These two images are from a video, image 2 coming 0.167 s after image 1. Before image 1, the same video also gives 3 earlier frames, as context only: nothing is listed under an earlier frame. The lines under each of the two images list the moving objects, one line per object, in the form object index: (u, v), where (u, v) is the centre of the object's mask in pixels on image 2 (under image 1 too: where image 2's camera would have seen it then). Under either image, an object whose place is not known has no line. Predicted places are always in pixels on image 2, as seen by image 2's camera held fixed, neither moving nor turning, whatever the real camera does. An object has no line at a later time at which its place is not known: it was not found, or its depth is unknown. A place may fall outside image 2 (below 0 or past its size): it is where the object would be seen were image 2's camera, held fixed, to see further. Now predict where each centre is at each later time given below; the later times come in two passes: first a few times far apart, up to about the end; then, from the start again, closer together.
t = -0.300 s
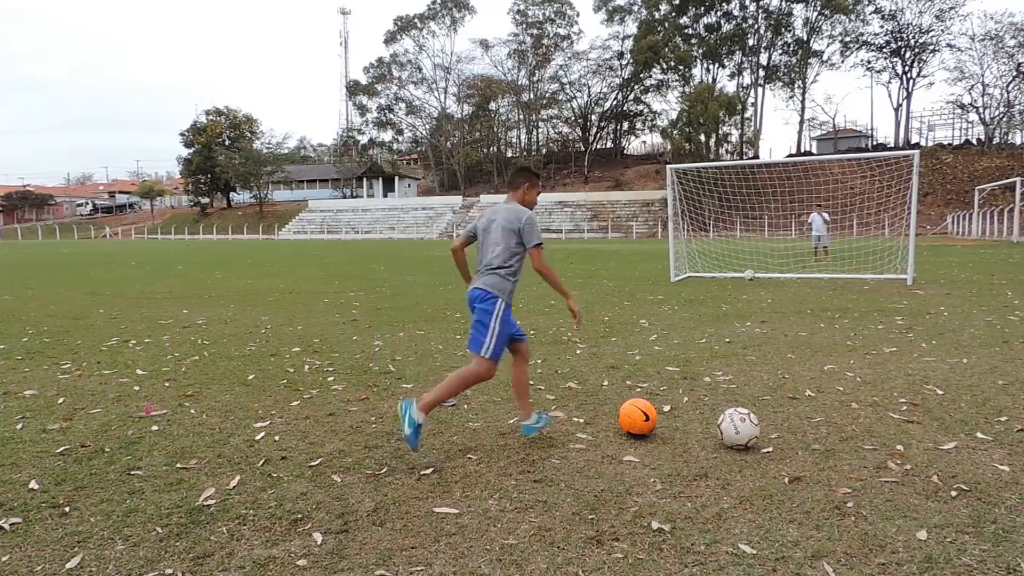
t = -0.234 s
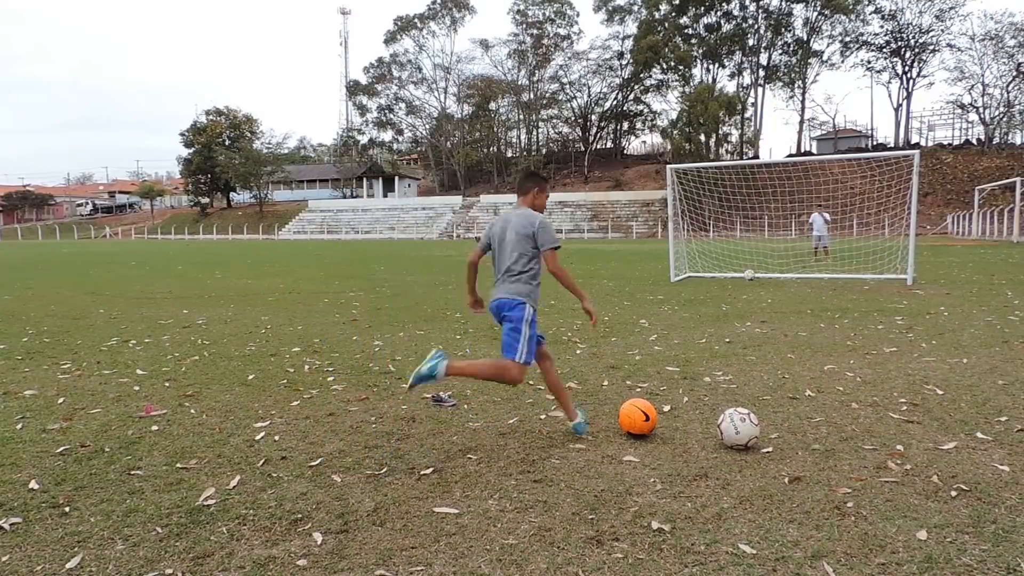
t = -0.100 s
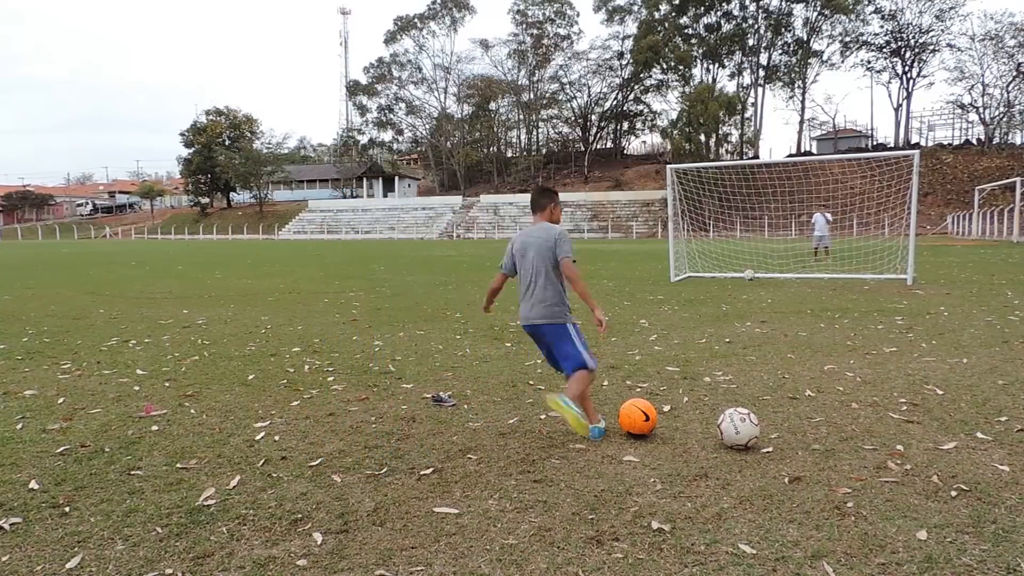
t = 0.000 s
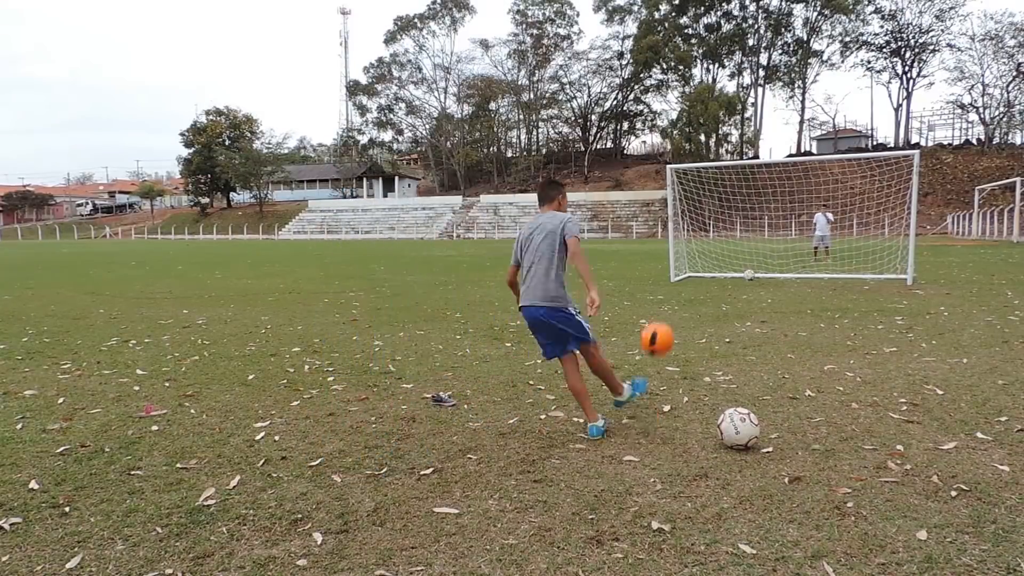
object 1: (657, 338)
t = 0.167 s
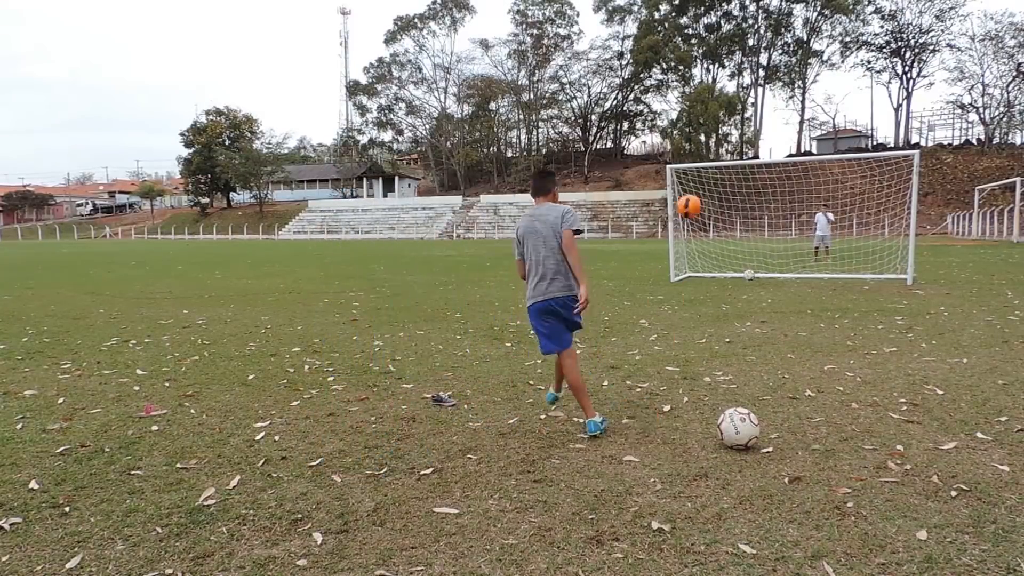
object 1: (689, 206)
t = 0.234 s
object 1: (696, 179)
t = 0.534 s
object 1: (711, 137)
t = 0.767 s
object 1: (715, 147)
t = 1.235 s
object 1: (716, 214)
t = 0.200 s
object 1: (693, 192)
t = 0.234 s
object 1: (696, 179)
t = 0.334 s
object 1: (704, 154)
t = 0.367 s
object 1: (705, 149)
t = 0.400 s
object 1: (707, 144)
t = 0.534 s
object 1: (711, 137)
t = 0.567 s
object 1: (712, 137)
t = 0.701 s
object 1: (714, 142)
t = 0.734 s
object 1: (714, 144)
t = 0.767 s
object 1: (715, 147)
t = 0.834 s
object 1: (716, 155)
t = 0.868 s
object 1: (716, 157)
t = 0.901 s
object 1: (715, 159)
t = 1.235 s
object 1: (716, 214)
